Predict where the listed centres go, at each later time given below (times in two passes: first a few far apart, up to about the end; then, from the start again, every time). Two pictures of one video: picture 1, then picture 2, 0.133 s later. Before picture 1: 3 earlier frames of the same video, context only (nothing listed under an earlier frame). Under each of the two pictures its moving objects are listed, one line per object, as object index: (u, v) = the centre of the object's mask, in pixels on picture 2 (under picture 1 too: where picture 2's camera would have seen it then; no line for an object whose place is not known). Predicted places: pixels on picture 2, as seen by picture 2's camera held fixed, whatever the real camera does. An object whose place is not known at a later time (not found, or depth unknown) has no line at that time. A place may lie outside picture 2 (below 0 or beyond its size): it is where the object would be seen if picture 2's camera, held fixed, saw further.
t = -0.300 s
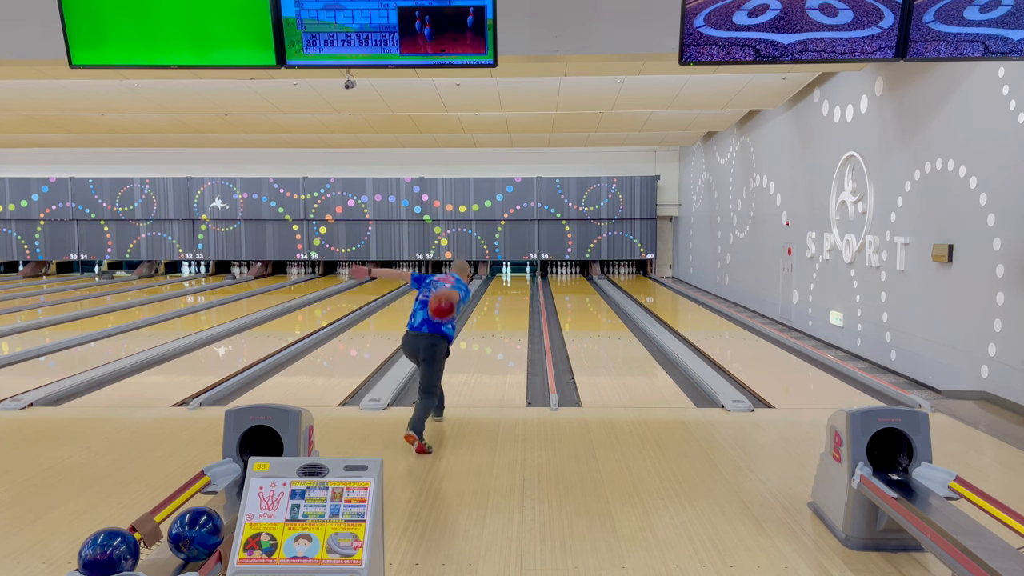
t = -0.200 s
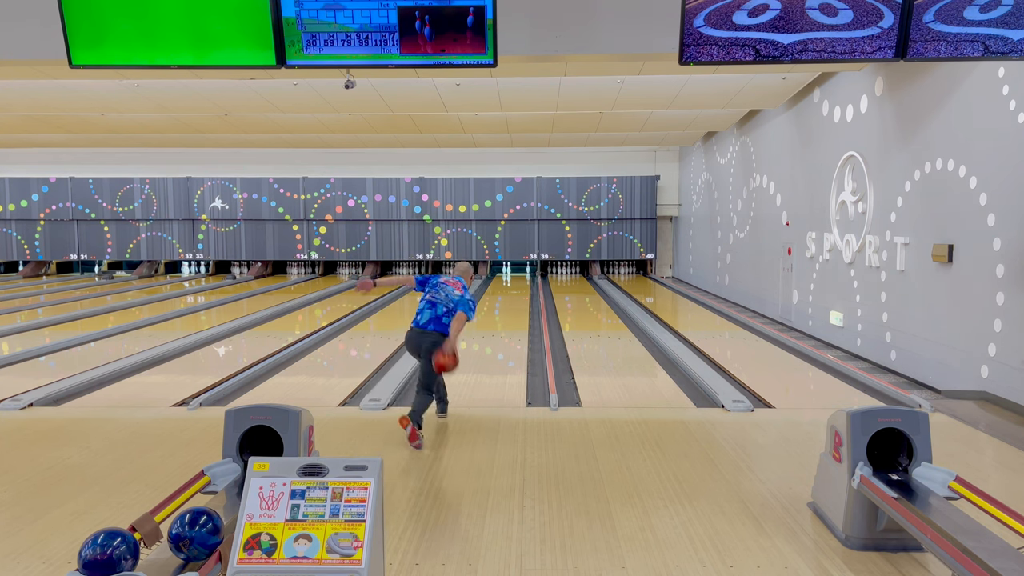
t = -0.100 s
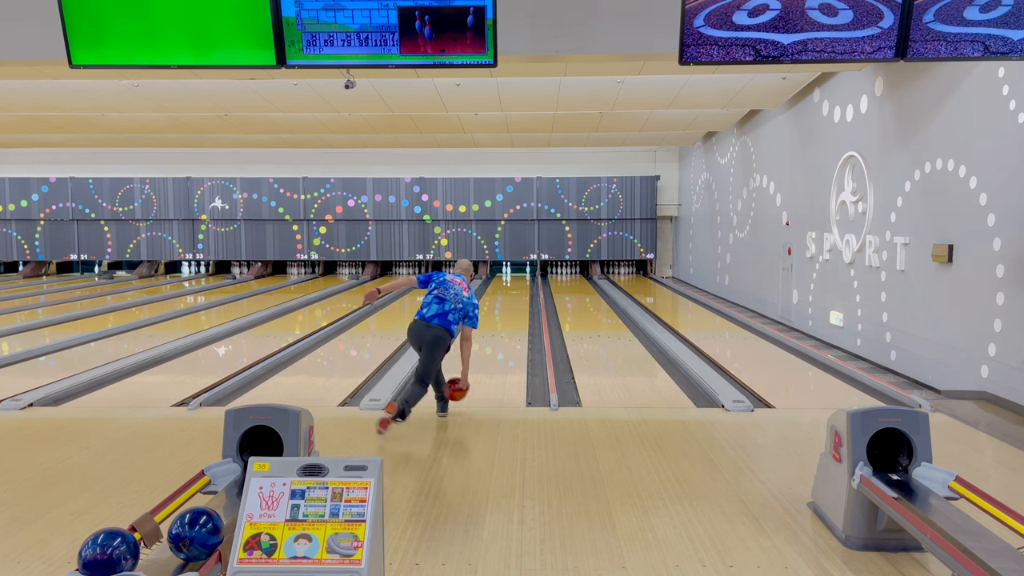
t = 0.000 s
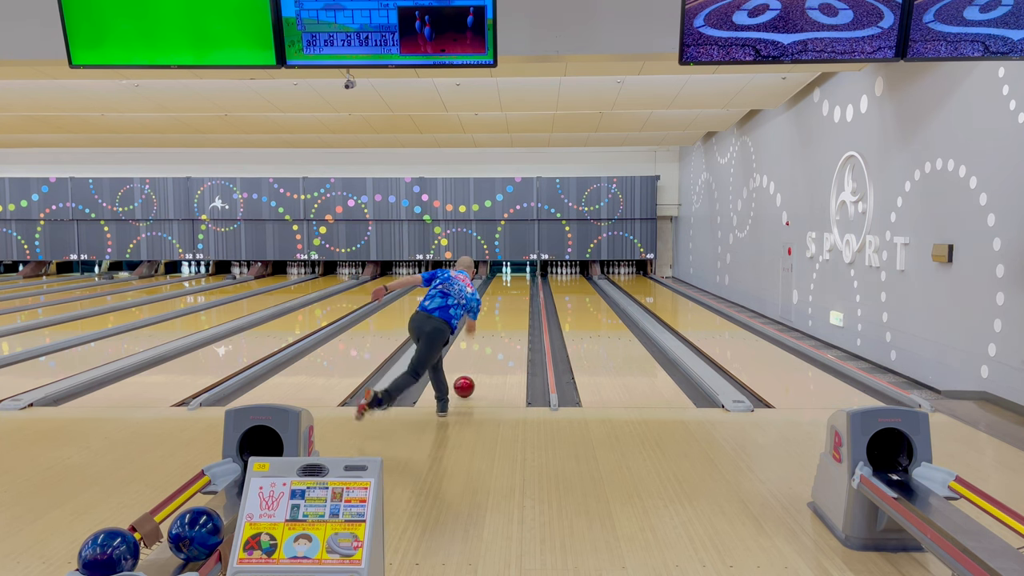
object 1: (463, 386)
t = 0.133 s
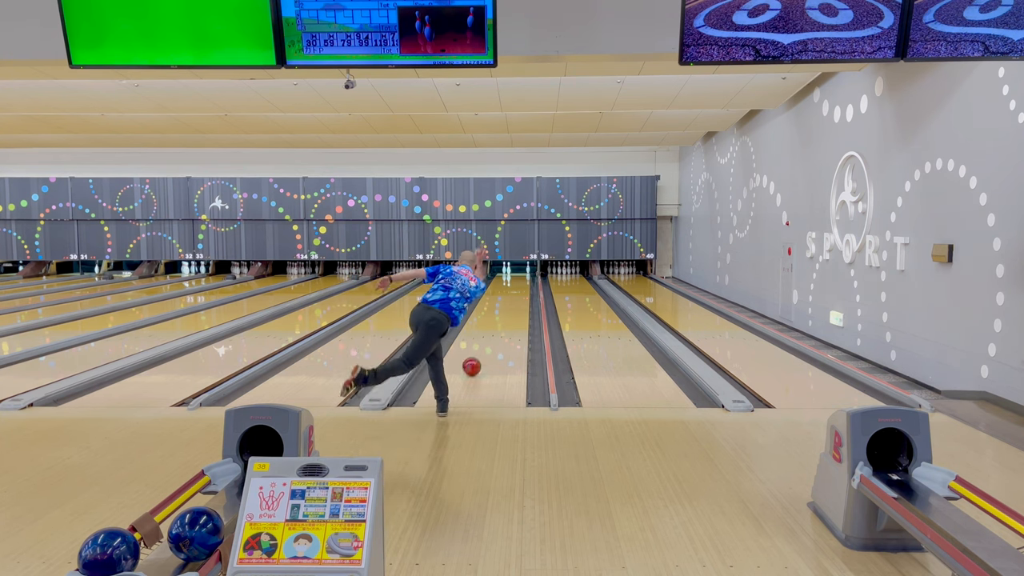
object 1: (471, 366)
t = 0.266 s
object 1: (477, 350)
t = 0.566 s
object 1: (489, 324)
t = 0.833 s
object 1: (492, 308)
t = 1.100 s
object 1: (496, 297)
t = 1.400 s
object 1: (499, 287)
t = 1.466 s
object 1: (499, 285)
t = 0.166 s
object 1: (473, 362)
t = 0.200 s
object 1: (475, 357)
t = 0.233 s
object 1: (476, 354)
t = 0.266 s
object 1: (477, 350)
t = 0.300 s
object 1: (478, 346)
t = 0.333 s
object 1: (480, 343)
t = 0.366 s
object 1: (481, 340)
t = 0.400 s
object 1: (482, 336)
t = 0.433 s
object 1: (483, 334)
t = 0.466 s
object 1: (484, 331)
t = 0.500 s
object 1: (485, 329)
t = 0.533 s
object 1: (485, 327)
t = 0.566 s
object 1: (489, 324)
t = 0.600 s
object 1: (488, 321)
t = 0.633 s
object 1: (488, 319)
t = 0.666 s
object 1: (489, 318)
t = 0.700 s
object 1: (489, 316)
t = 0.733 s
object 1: (490, 313)
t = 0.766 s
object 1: (491, 312)
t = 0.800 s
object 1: (491, 310)
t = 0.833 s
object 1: (492, 308)
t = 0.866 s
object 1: (492, 307)
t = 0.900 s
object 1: (493, 305)
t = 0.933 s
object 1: (493, 304)
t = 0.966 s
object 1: (494, 302)
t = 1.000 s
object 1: (494, 300)
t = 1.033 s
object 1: (495, 299)
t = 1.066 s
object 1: (495, 298)
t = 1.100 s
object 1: (496, 297)
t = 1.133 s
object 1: (496, 295)
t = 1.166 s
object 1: (496, 294)
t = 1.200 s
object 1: (497, 293)
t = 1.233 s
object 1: (497, 292)
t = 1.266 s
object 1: (498, 291)
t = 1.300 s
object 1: (498, 290)
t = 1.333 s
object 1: (498, 289)
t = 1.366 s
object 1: (499, 288)
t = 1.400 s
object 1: (499, 287)
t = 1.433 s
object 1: (499, 286)
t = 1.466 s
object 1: (499, 285)
